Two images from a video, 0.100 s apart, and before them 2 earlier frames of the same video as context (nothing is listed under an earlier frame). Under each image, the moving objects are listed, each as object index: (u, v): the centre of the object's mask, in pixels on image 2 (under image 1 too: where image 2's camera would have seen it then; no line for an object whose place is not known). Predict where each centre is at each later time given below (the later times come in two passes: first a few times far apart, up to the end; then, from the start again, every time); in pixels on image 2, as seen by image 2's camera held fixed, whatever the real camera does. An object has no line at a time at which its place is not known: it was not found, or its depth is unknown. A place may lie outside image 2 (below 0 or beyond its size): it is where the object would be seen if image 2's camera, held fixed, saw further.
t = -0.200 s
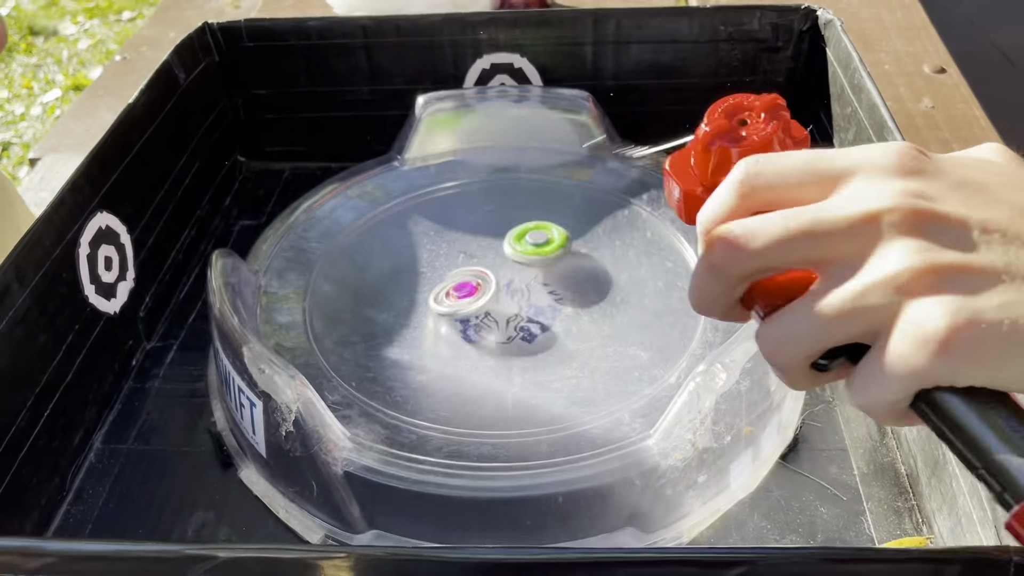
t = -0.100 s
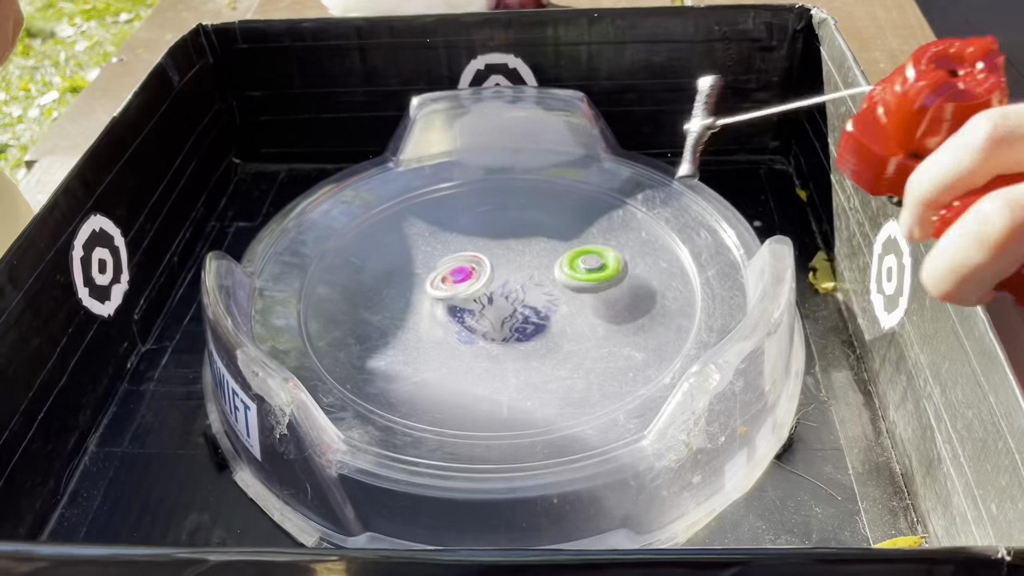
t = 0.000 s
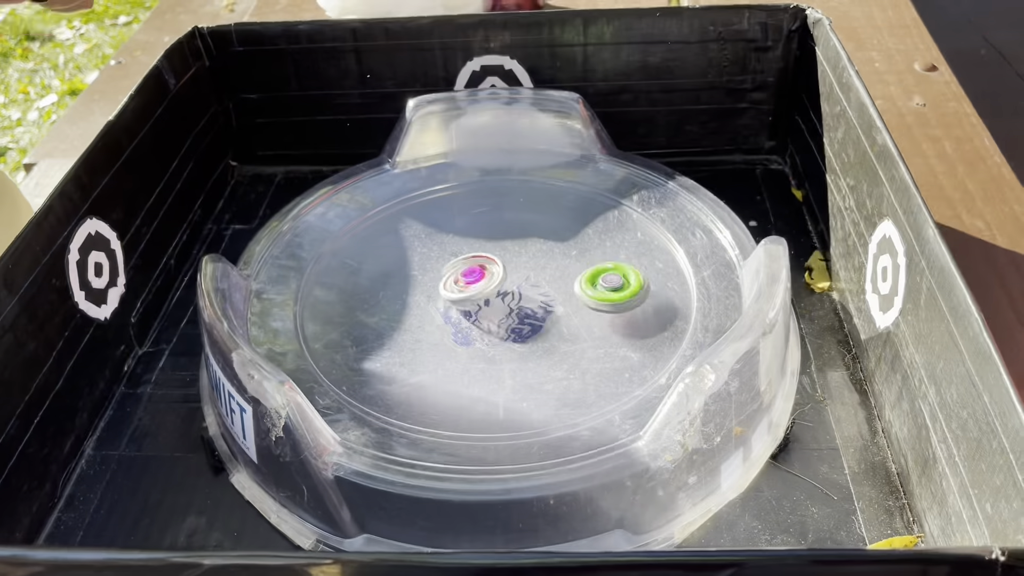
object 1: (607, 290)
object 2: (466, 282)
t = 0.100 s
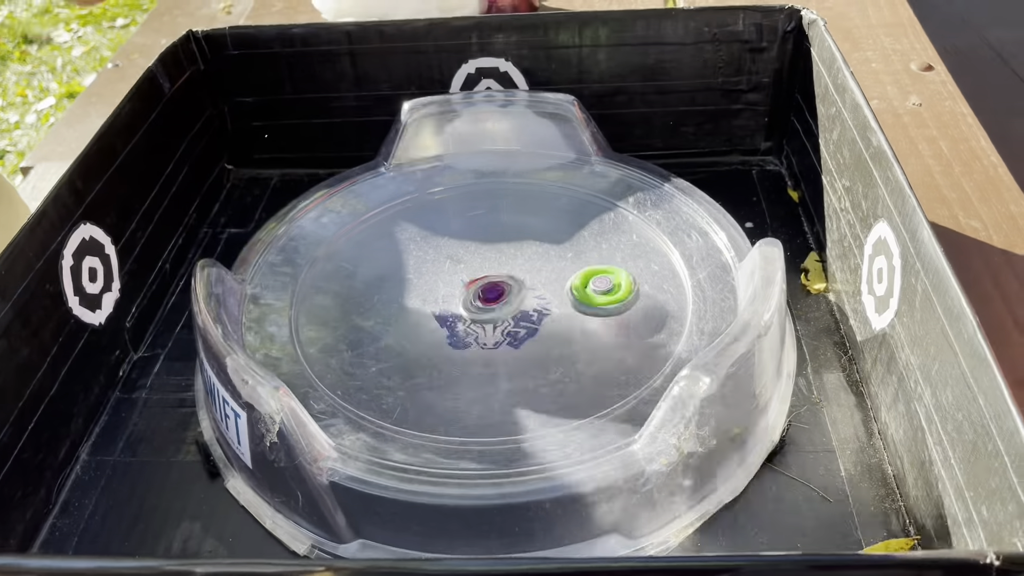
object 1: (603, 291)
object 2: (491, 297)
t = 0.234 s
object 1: (593, 283)
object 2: (524, 322)
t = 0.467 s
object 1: (572, 275)
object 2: (566, 333)
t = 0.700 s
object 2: (575, 318)
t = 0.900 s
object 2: (565, 331)
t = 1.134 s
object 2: (551, 328)
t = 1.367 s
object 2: (526, 335)
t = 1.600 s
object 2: (515, 344)
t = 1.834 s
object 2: (525, 342)
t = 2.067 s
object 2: (547, 351)
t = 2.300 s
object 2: (594, 332)
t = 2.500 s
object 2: (546, 290)
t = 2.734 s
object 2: (546, 305)
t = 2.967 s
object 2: (545, 311)
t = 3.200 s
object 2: (485, 290)
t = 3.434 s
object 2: (738, 208)
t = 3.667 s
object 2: (756, 219)
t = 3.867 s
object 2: (737, 200)
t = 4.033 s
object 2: (734, 182)
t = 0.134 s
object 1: (601, 290)
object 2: (502, 304)
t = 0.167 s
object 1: (598, 288)
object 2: (510, 312)
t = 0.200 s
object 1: (595, 285)
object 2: (518, 318)
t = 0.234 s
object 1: (593, 283)
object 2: (524, 322)
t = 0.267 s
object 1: (590, 282)
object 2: (529, 327)
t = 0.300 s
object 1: (588, 280)
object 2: (534, 330)
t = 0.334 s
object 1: (585, 279)
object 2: (538, 333)
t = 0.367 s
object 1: (581, 278)
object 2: (543, 335)
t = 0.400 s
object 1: (579, 276)
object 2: (551, 335)
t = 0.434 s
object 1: (575, 276)
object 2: (559, 334)
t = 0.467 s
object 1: (572, 275)
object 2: (566, 333)
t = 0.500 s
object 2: (572, 330)
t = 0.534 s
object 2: (576, 328)
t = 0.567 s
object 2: (579, 325)
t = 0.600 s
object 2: (580, 321)
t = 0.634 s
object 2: (580, 317)
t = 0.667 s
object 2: (576, 315)
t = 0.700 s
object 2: (575, 318)
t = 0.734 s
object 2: (575, 324)
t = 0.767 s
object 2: (574, 327)
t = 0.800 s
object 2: (571, 329)
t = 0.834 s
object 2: (567, 332)
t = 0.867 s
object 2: (566, 332)
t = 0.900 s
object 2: (565, 331)
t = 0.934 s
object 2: (562, 331)
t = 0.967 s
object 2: (560, 332)
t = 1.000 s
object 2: (560, 331)
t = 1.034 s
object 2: (558, 329)
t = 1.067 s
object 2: (554, 330)
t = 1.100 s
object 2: (553, 330)
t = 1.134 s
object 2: (551, 328)
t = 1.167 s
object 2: (546, 329)
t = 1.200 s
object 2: (545, 330)
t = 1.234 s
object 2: (541, 329)
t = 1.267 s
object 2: (537, 331)
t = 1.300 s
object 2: (535, 332)
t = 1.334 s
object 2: (531, 332)
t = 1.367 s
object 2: (526, 335)
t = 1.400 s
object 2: (524, 336)
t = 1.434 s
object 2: (520, 337)
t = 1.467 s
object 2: (518, 340)
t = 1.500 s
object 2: (517, 341)
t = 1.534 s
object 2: (515, 340)
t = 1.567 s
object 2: (516, 344)
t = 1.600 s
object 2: (515, 344)
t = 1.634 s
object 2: (516, 346)
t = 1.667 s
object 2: (518, 346)
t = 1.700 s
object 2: (518, 345)
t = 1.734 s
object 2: (521, 347)
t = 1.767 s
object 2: (522, 344)
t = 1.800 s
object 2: (523, 345)
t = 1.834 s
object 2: (525, 342)
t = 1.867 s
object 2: (525, 341)
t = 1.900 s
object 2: (527, 338)
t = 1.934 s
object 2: (524, 336)
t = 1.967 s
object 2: (525, 333)
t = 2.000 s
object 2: (521, 331)
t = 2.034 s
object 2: (533, 339)
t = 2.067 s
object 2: (547, 351)
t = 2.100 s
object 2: (562, 359)
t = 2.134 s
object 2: (569, 362)
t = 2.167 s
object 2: (580, 359)
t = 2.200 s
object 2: (585, 356)
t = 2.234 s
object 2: (591, 347)
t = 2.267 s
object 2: (596, 342)
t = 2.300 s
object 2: (594, 332)
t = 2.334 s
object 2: (593, 324)
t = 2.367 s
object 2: (587, 316)
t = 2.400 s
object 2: (581, 306)
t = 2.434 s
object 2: (570, 301)
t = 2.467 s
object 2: (558, 294)
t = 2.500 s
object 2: (546, 290)
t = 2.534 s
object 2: (530, 286)
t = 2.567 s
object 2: (517, 283)
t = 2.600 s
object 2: (501, 283)
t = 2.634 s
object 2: (506, 284)
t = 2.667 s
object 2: (524, 294)
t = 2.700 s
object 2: (536, 300)
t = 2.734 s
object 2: (546, 305)
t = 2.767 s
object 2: (556, 308)
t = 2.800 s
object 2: (562, 313)
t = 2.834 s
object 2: (562, 314)
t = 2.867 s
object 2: (562, 313)
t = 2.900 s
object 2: (560, 313)
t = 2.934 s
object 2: (552, 313)
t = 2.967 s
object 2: (545, 311)
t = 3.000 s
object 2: (540, 307)
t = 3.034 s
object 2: (533, 305)
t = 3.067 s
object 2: (523, 302)
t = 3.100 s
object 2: (512, 298)
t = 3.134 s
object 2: (504, 293)
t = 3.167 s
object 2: (495, 291)
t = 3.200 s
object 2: (485, 290)
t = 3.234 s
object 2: (473, 289)
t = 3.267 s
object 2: (531, 282)
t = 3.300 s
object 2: (591, 268)
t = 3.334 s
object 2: (643, 251)
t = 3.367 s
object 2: (681, 229)
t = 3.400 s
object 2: (709, 210)
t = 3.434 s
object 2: (738, 208)
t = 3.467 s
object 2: (765, 218)
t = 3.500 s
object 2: (787, 224)
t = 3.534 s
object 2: (802, 232)
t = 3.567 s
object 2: (789, 241)
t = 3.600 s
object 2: (774, 228)
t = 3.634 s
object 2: (765, 218)
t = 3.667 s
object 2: (756, 219)
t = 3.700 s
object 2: (751, 215)
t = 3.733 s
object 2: (750, 213)
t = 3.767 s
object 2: (746, 210)
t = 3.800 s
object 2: (742, 208)
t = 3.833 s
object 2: (740, 205)
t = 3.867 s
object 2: (737, 200)
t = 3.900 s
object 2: (735, 197)
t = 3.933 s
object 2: (734, 194)
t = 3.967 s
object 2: (733, 190)
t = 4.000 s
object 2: (732, 187)
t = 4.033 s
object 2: (734, 182)
